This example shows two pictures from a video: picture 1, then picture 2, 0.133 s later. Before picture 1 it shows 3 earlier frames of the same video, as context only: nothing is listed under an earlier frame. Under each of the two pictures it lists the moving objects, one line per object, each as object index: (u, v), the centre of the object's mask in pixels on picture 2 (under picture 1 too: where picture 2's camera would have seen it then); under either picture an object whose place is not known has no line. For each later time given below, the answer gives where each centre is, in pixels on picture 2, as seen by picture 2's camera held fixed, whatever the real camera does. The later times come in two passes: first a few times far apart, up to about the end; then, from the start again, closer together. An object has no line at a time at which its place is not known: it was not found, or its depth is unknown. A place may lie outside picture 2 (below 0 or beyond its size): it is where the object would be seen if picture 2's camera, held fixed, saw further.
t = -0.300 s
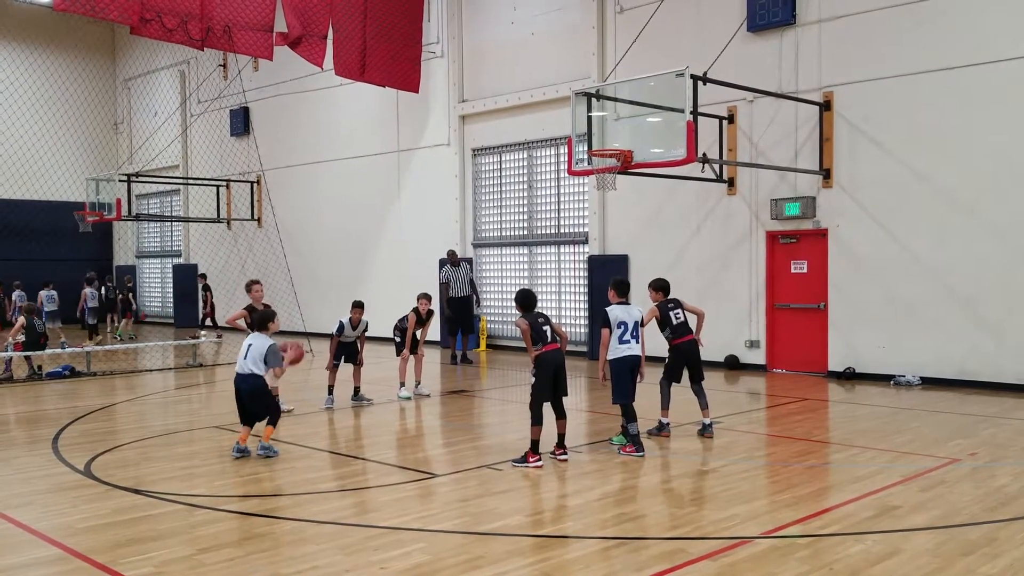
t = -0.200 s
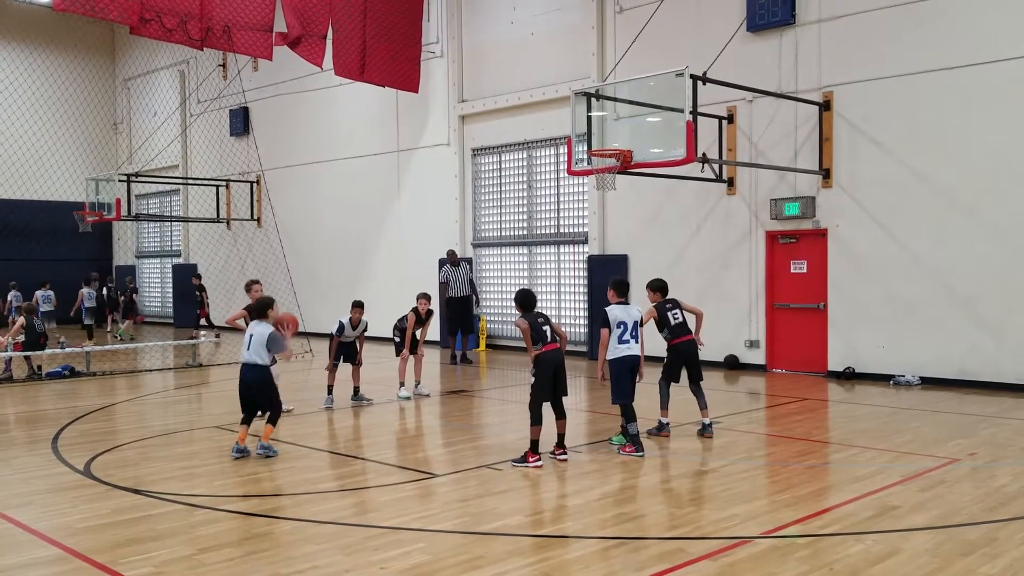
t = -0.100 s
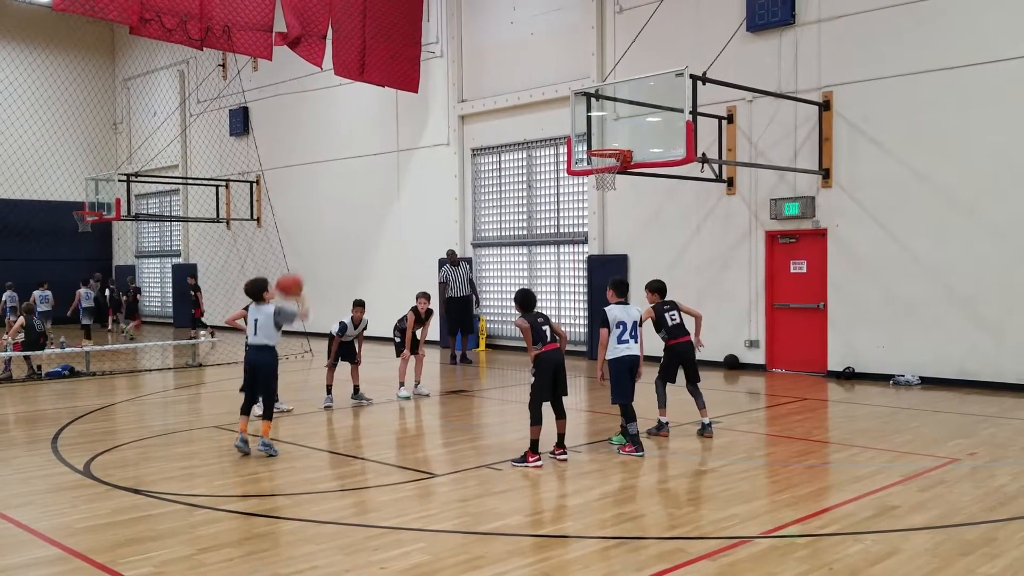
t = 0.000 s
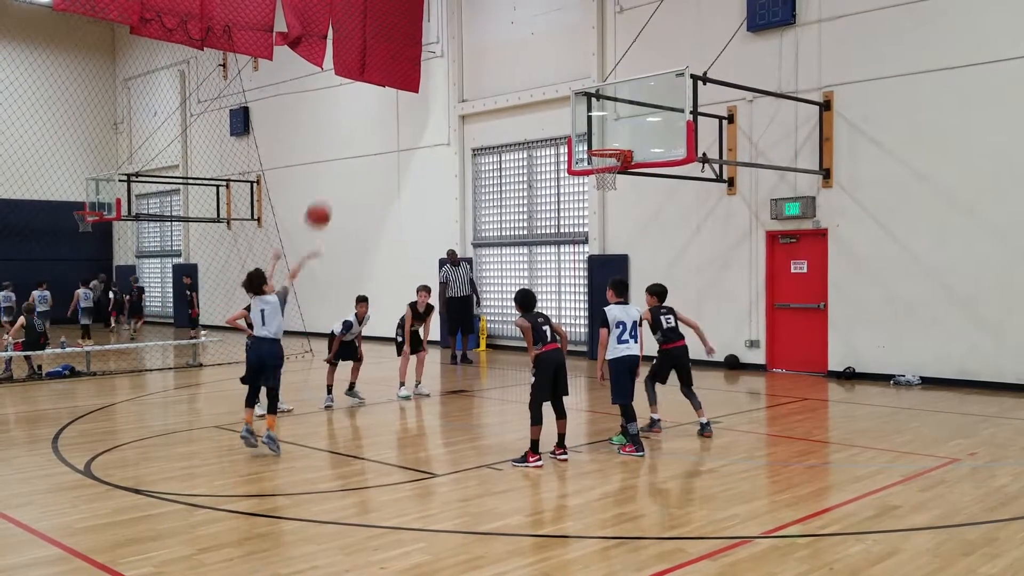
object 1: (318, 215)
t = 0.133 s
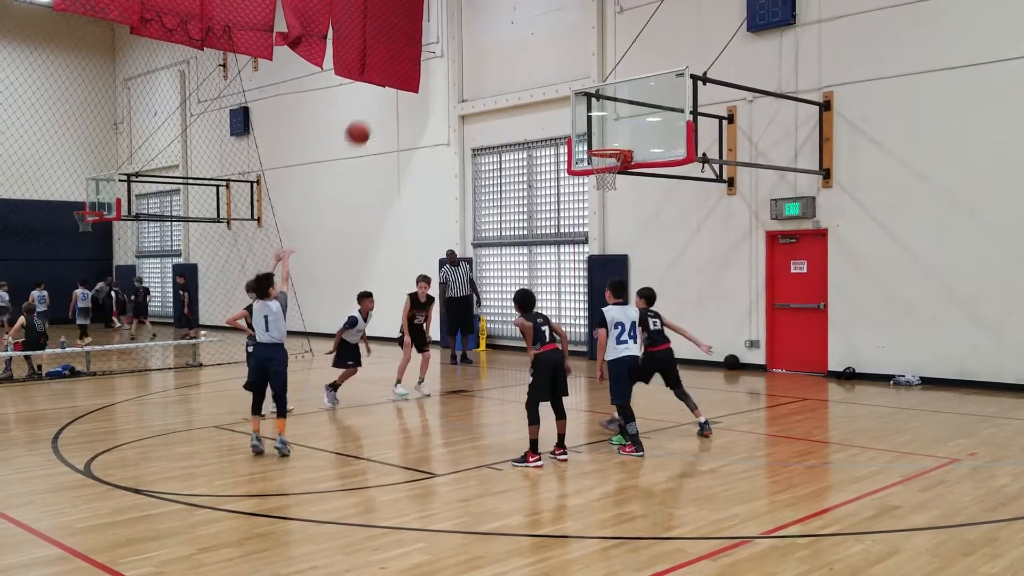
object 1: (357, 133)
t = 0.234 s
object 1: (385, 85)
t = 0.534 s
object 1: (462, 13)
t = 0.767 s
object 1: (514, 17)
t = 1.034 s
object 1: (568, 78)
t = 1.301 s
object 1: (612, 176)
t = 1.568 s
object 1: (638, 262)
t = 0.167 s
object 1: (367, 115)
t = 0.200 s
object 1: (376, 100)
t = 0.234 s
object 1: (385, 85)
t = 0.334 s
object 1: (412, 49)
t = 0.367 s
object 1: (420, 41)
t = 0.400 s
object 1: (428, 34)
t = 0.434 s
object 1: (438, 26)
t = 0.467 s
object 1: (446, 21)
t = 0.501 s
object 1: (454, 16)
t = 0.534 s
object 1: (462, 13)
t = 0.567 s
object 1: (469, 11)
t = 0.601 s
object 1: (477, 9)
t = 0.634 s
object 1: (485, 9)
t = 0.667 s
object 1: (493, 10)
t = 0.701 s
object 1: (500, 11)
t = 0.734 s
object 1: (507, 13)
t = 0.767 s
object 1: (514, 17)
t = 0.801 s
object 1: (522, 21)
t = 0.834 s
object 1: (528, 27)
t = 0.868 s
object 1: (535, 33)
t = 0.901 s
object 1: (542, 40)
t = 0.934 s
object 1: (549, 48)
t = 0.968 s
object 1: (555, 57)
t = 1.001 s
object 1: (562, 67)
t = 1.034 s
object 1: (568, 78)
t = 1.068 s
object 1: (574, 88)
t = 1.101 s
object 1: (580, 101)
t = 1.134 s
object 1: (587, 114)
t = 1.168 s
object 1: (593, 127)
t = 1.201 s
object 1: (598, 141)
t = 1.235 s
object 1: (604, 155)
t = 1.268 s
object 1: (608, 168)
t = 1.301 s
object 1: (612, 176)
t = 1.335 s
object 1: (616, 184)
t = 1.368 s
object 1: (619, 193)
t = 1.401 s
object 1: (622, 202)
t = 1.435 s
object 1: (625, 212)
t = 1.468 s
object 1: (629, 223)
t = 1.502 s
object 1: (632, 235)
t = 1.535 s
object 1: (635, 248)
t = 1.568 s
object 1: (638, 262)
